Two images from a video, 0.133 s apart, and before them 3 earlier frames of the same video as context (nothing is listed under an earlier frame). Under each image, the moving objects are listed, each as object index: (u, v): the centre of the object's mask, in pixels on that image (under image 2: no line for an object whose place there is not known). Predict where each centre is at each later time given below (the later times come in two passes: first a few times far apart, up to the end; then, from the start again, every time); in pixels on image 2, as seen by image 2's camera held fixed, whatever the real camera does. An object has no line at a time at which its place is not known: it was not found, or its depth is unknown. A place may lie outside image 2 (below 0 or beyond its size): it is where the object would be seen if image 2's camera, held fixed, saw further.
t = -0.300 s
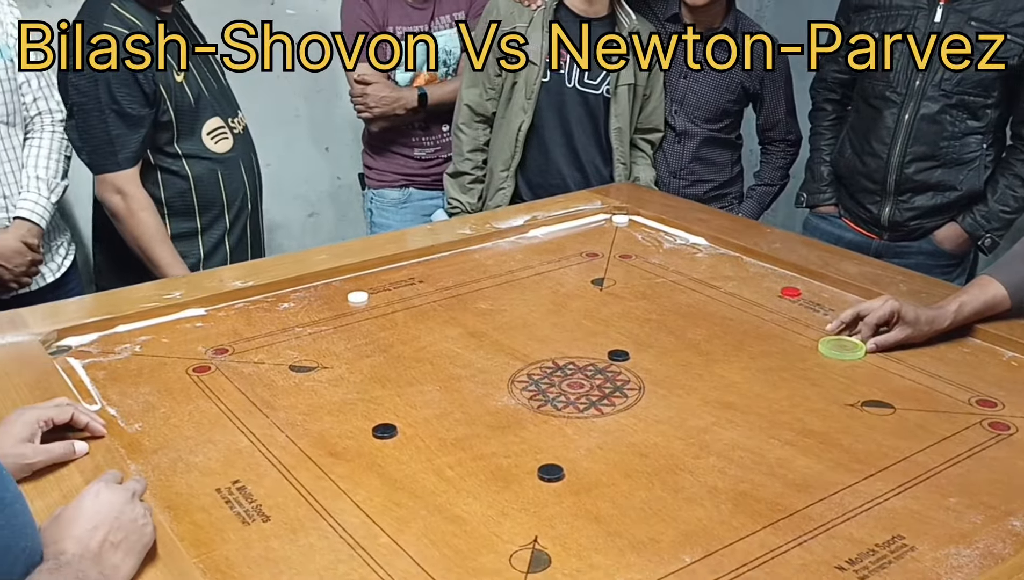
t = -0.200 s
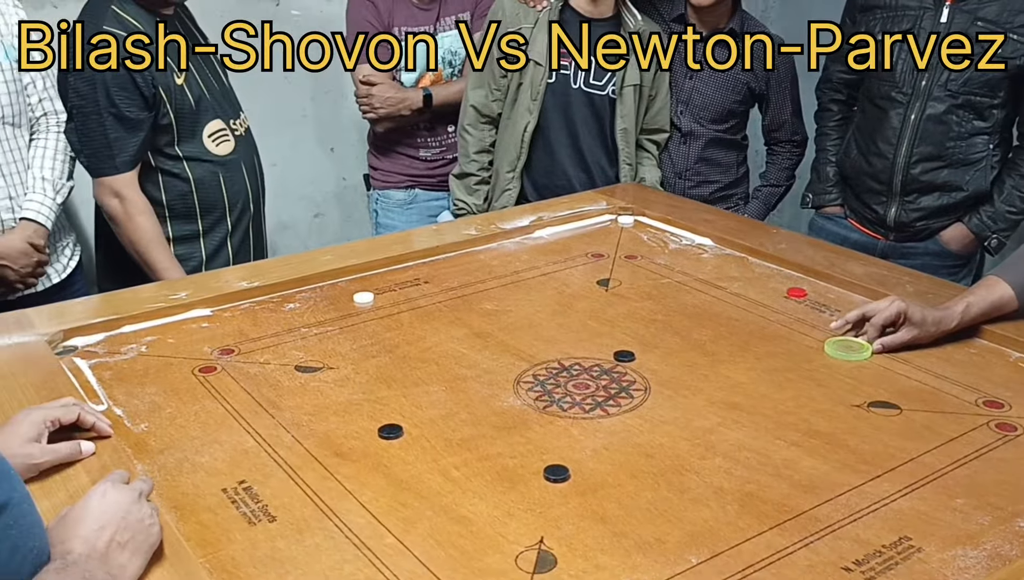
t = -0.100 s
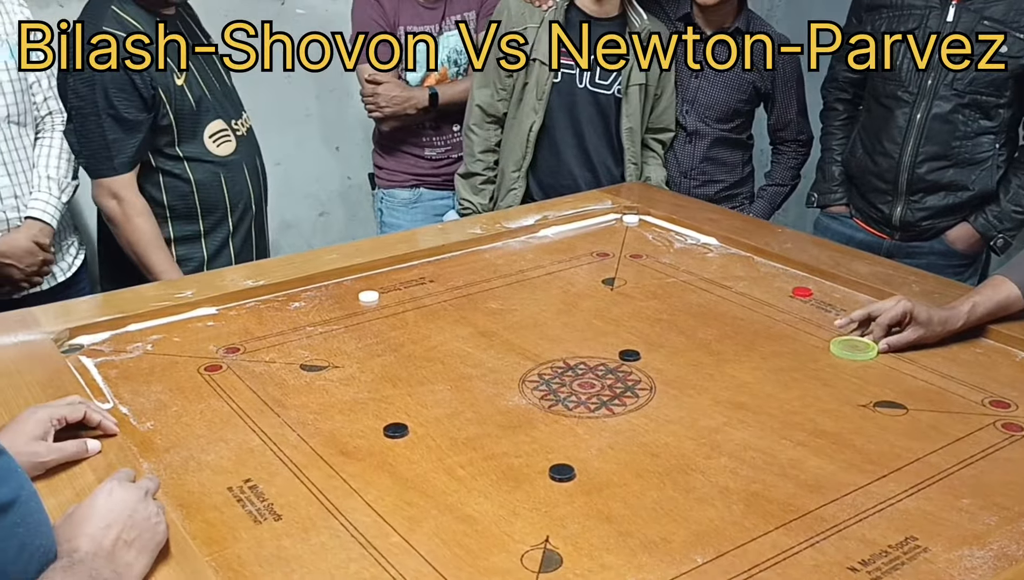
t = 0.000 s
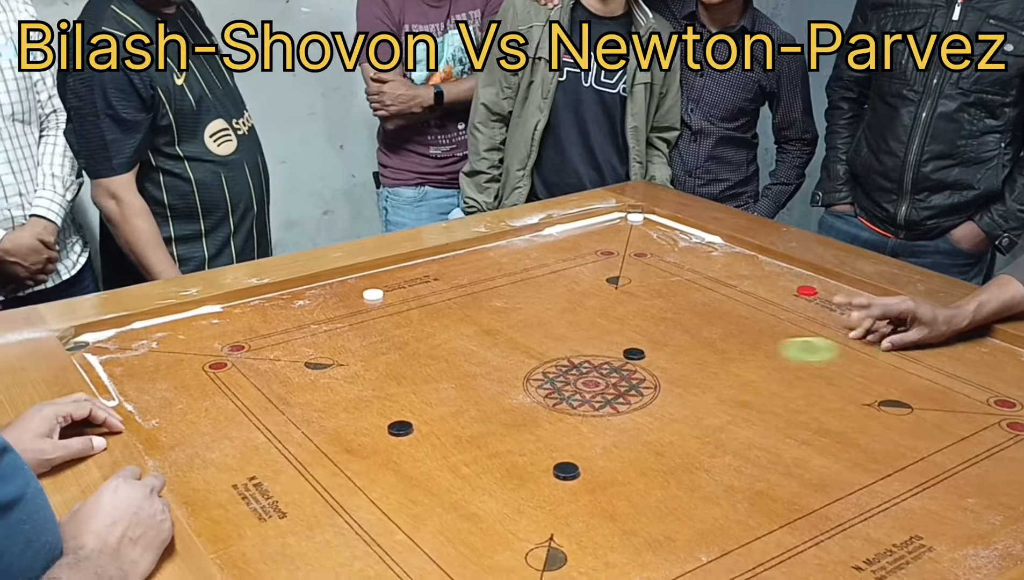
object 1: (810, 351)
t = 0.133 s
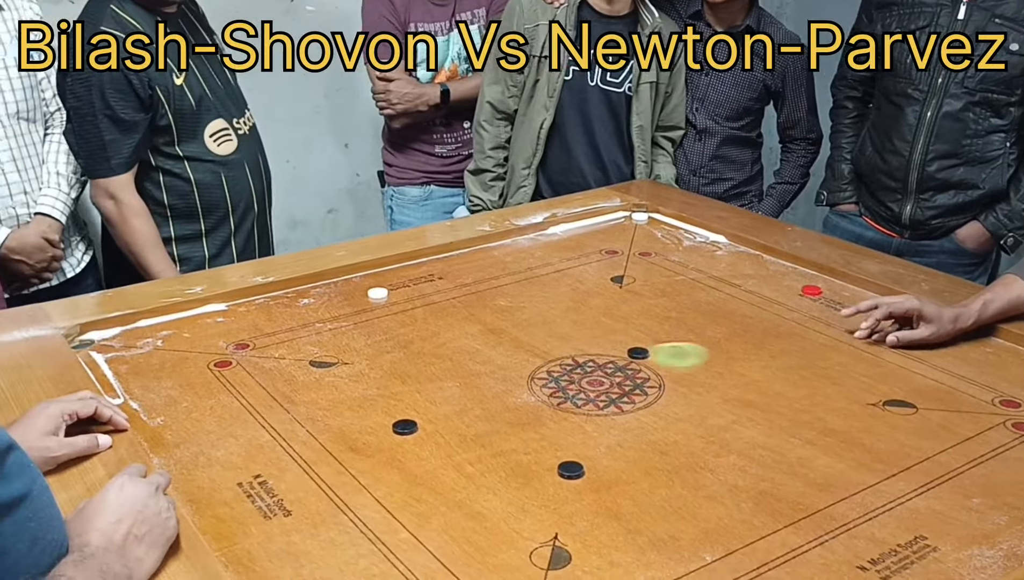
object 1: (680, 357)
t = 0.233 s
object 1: (610, 360)
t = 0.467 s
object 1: (480, 370)
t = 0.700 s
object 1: (389, 374)
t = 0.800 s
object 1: (362, 376)
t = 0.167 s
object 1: (655, 357)
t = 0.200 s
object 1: (632, 359)
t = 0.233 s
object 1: (610, 360)
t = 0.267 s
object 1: (589, 362)
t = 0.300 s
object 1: (569, 364)
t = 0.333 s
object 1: (550, 365)
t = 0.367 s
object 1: (531, 366)
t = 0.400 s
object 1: (513, 367)
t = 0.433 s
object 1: (496, 368)
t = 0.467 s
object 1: (480, 370)
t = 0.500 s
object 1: (464, 370)
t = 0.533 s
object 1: (450, 371)
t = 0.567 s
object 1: (436, 372)
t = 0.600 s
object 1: (423, 372)
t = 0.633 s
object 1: (411, 373)
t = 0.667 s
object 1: (400, 374)
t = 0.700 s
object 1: (389, 374)
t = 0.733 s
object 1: (379, 375)
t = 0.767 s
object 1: (370, 376)
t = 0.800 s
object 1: (362, 376)
